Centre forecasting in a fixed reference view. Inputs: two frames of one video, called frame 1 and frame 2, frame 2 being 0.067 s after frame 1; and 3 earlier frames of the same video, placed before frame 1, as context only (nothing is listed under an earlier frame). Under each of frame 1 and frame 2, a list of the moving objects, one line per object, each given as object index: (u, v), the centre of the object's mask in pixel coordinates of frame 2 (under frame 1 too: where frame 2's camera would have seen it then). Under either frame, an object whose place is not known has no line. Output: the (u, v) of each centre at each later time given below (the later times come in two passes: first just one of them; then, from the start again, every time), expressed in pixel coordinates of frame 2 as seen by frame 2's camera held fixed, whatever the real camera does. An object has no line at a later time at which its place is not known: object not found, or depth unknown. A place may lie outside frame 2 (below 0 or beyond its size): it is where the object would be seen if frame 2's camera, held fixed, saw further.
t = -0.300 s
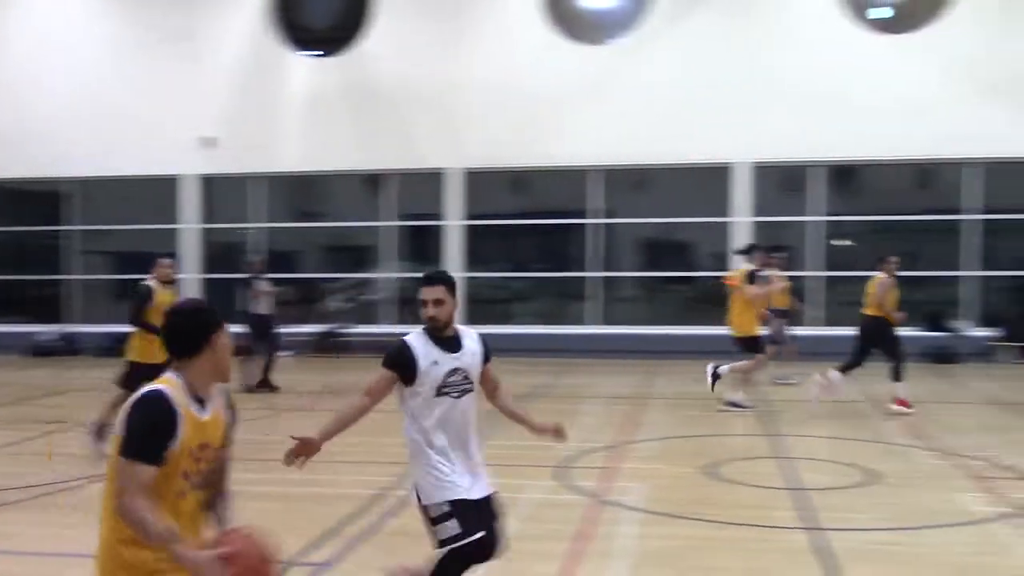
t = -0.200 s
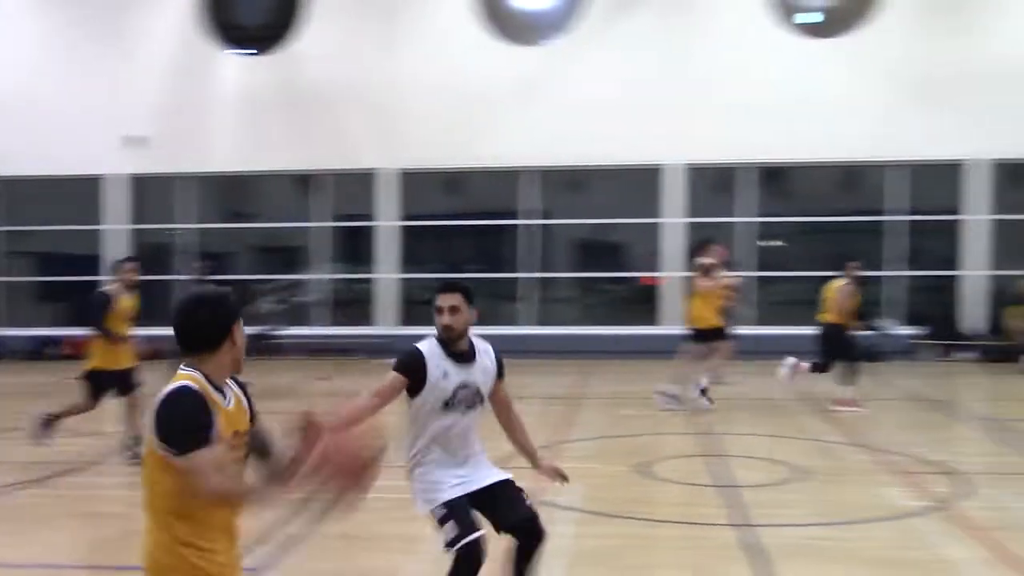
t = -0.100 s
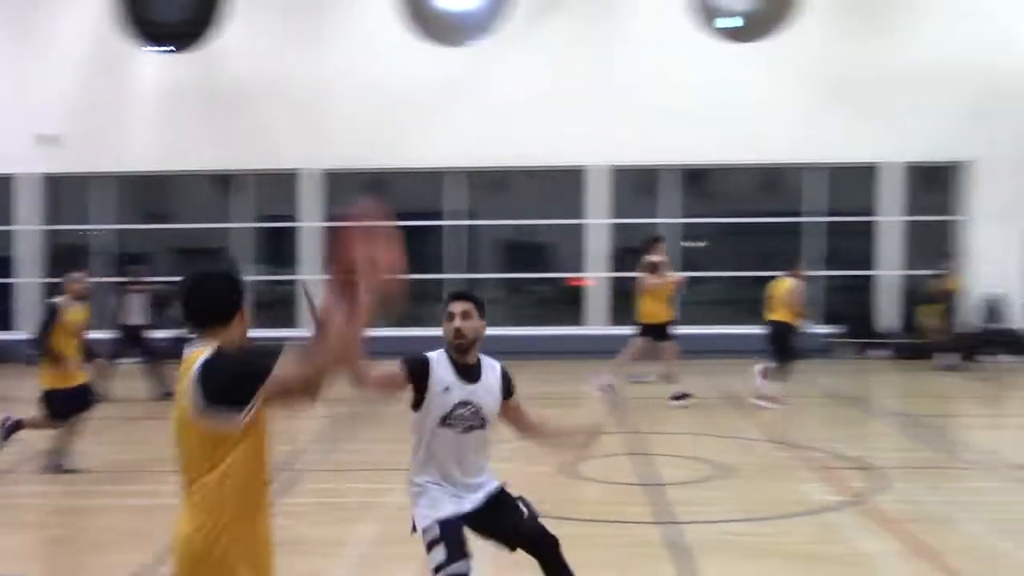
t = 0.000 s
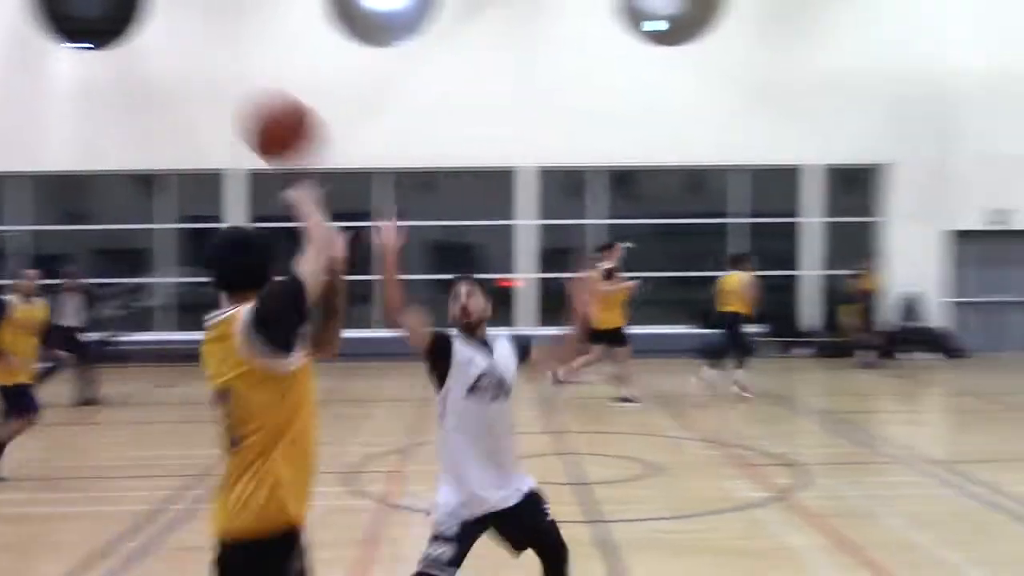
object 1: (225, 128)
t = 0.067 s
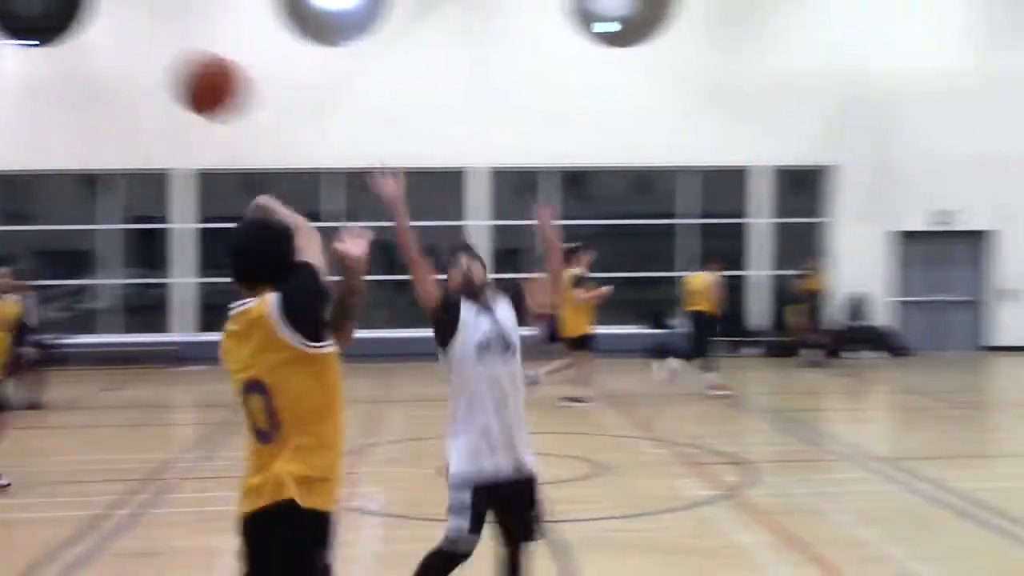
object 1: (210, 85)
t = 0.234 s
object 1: (164, 46)
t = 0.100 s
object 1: (199, 70)
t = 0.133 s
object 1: (191, 59)
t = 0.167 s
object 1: (179, 52)
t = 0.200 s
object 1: (170, 47)
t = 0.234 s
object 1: (164, 46)
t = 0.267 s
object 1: (157, 47)
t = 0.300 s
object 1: (151, 50)
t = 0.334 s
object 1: (149, 55)
